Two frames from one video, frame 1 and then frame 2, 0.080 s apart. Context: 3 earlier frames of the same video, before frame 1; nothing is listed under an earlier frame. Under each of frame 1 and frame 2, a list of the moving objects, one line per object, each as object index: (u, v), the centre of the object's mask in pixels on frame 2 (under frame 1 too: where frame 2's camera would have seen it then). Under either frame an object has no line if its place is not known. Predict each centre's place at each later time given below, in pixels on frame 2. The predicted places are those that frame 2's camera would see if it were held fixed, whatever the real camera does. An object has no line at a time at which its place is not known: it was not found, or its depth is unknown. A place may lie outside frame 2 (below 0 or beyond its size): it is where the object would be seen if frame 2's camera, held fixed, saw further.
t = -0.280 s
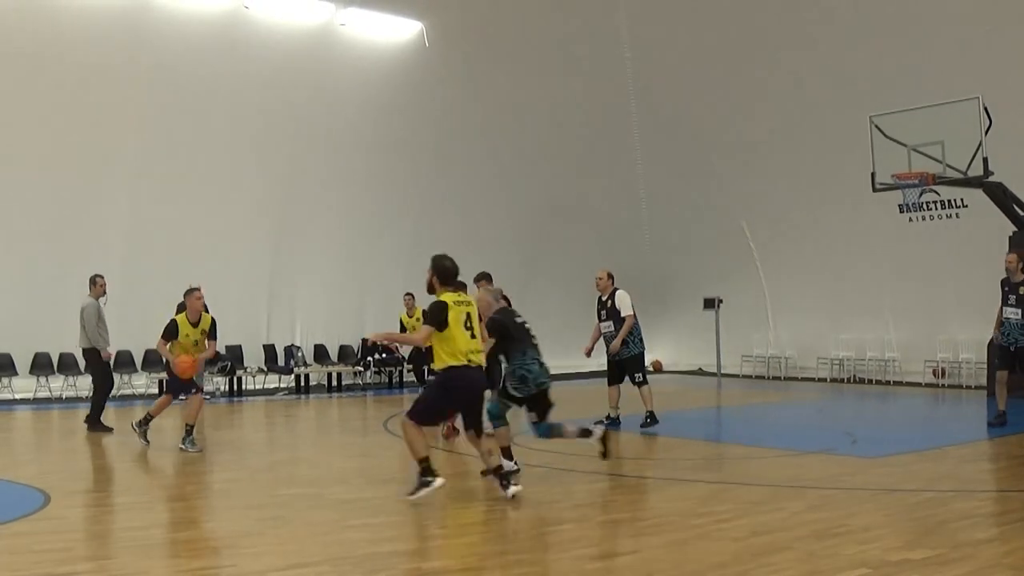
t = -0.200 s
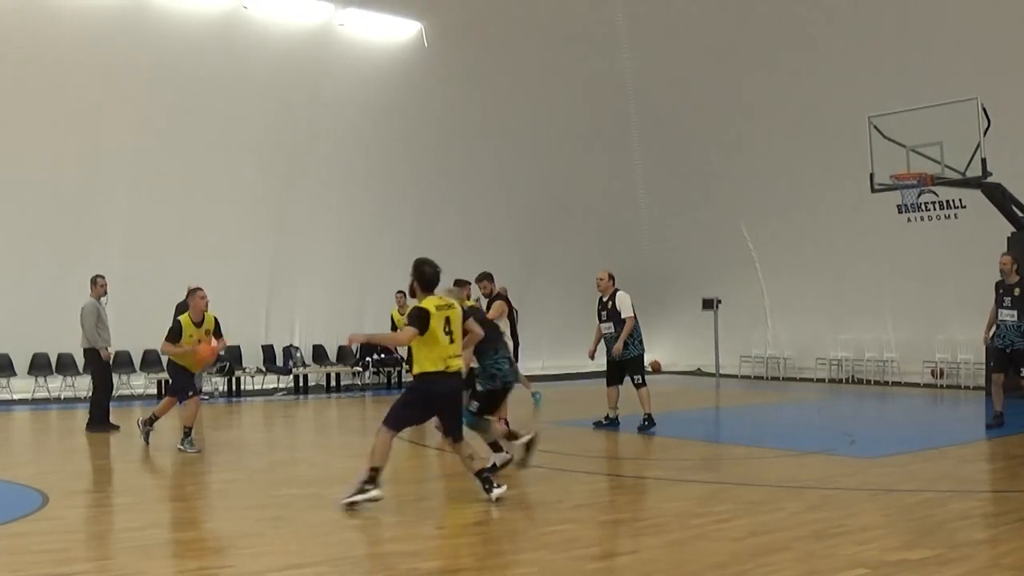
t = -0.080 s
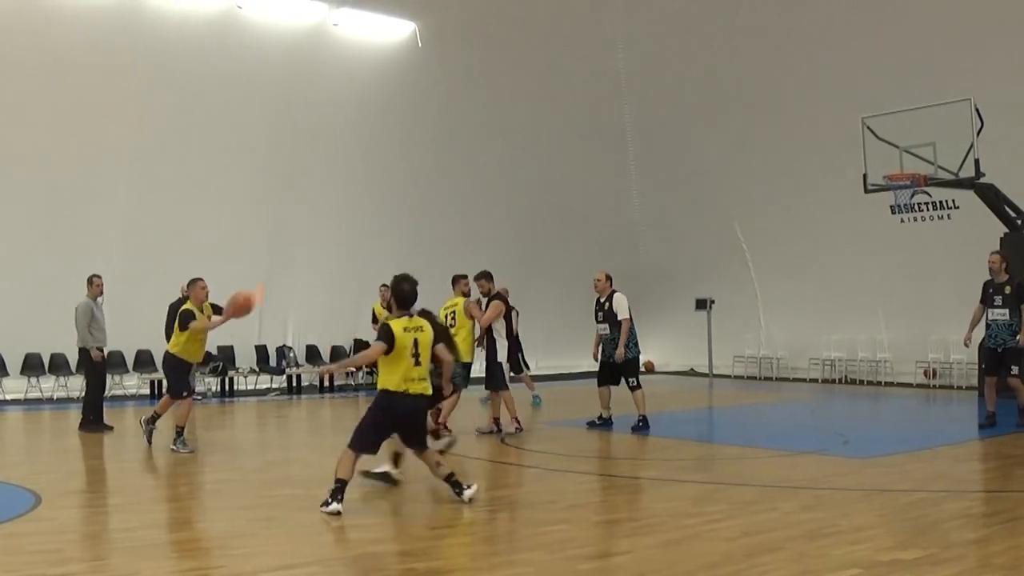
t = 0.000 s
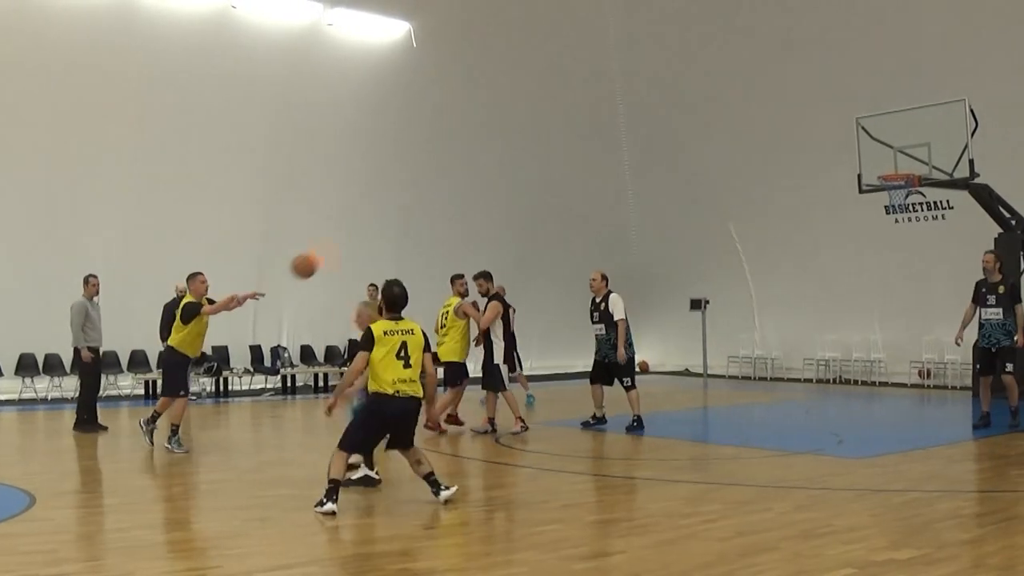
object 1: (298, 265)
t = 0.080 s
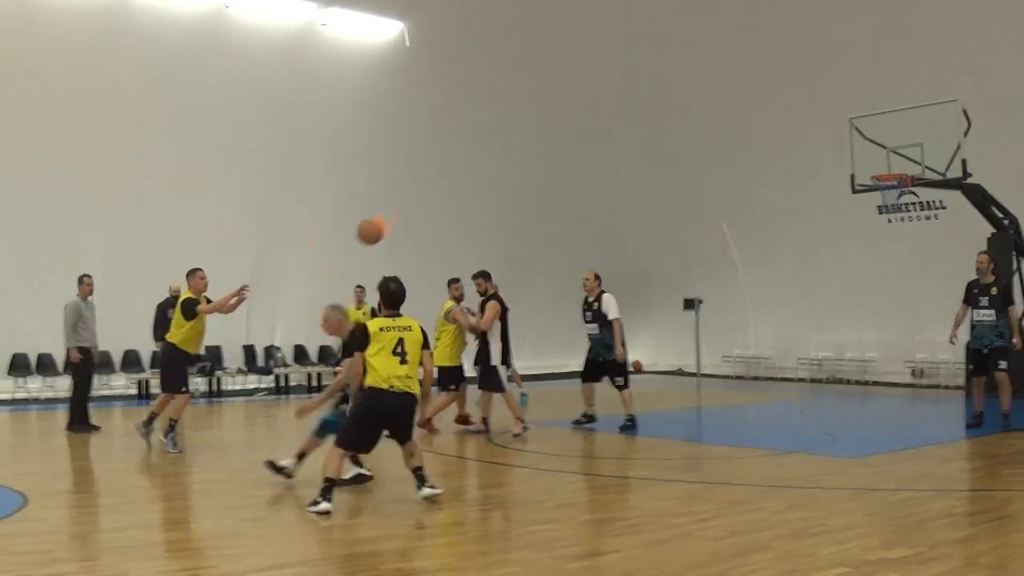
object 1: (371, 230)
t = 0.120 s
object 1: (408, 216)
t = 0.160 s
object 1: (447, 202)
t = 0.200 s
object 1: (486, 192)
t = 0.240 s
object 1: (526, 181)
